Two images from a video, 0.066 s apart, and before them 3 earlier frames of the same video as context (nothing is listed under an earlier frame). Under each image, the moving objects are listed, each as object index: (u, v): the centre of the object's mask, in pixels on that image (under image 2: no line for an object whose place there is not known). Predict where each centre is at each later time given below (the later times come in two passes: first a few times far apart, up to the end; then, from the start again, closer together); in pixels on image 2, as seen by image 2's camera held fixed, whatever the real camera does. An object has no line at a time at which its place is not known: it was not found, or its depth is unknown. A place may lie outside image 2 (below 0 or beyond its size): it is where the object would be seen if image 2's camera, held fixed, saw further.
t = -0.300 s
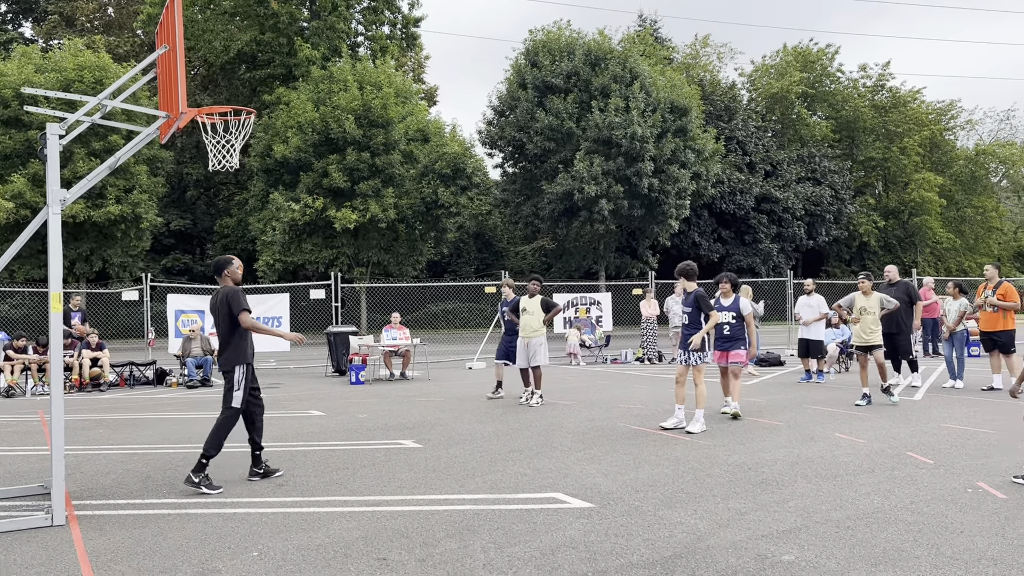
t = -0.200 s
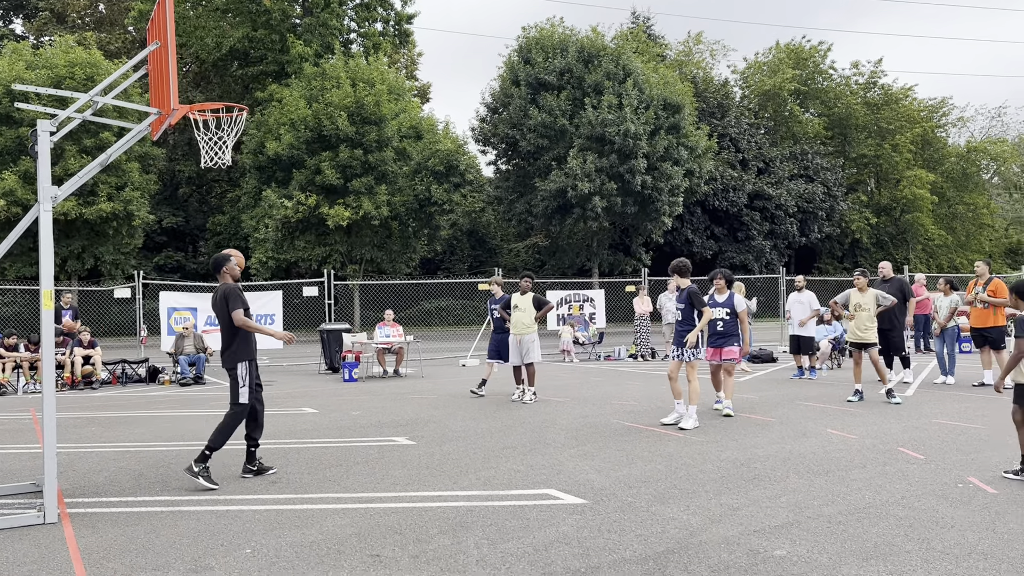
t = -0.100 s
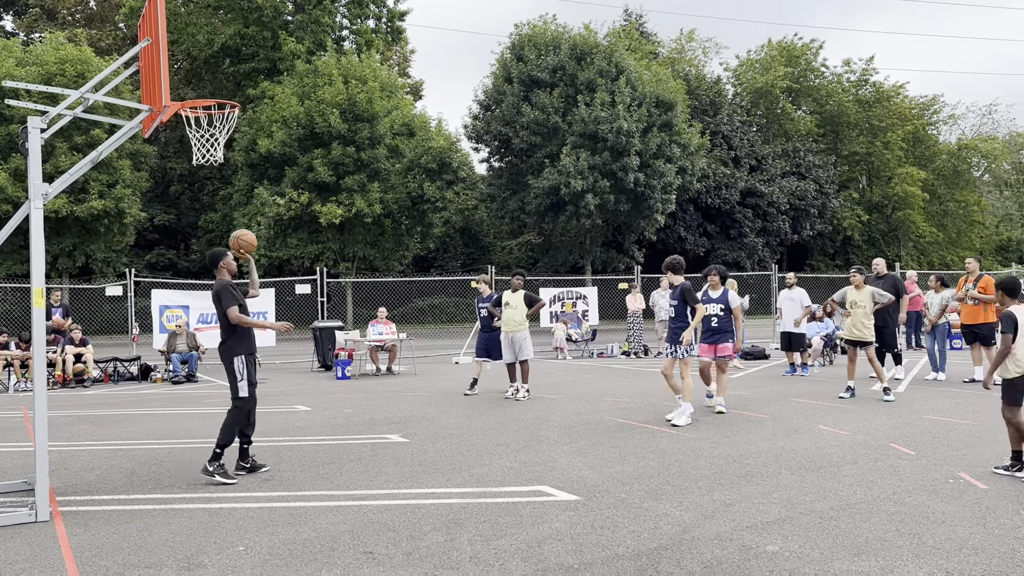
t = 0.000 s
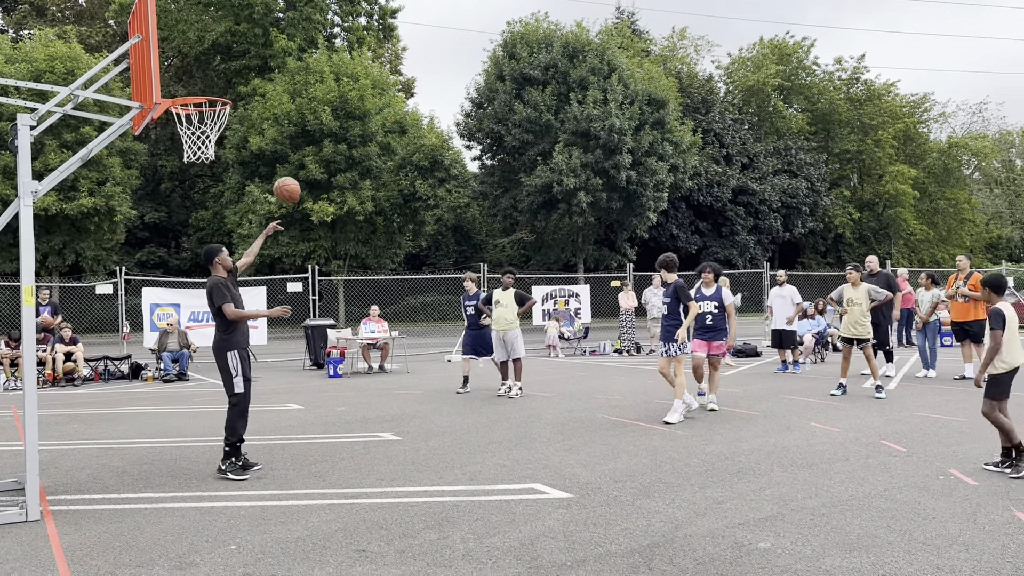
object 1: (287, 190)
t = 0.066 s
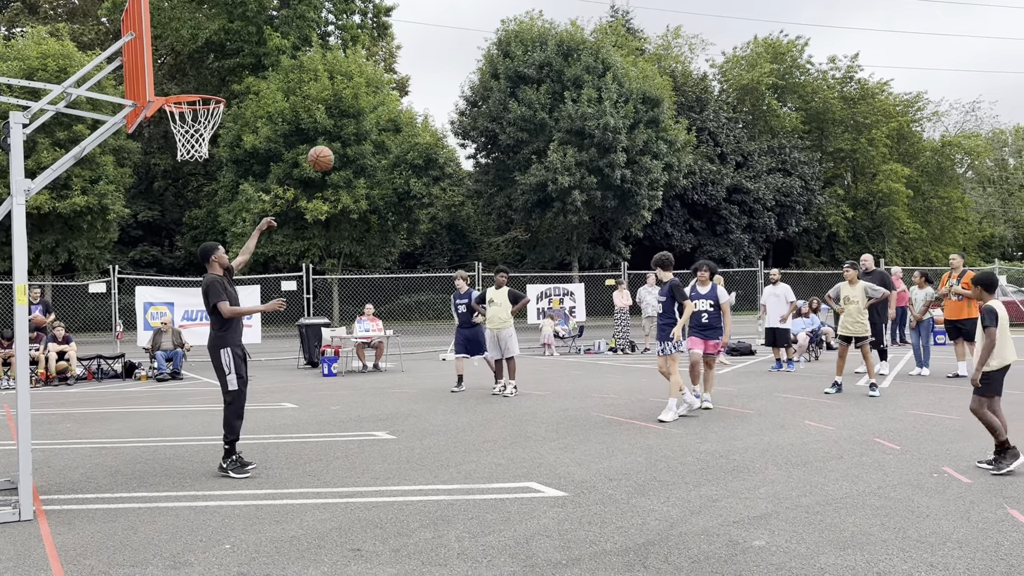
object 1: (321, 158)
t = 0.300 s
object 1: (448, 97)
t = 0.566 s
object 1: (574, 95)
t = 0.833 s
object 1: (682, 150)
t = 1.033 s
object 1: (752, 221)
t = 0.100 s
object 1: (340, 146)
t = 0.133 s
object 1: (359, 134)
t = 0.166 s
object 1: (378, 125)
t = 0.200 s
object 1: (396, 116)
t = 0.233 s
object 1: (413, 109)
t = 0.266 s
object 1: (431, 102)
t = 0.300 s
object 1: (448, 97)
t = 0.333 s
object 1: (465, 94)
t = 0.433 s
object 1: (513, 88)
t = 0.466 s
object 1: (528, 89)
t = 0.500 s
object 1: (544, 89)
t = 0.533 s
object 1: (559, 91)
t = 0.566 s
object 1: (574, 95)
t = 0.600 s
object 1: (588, 99)
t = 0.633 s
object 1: (602, 104)
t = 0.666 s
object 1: (617, 109)
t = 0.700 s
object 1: (630, 116)
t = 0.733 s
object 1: (643, 123)
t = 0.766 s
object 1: (656, 130)
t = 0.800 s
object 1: (669, 140)
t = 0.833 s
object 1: (682, 150)
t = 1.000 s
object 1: (741, 208)
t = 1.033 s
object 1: (752, 221)
